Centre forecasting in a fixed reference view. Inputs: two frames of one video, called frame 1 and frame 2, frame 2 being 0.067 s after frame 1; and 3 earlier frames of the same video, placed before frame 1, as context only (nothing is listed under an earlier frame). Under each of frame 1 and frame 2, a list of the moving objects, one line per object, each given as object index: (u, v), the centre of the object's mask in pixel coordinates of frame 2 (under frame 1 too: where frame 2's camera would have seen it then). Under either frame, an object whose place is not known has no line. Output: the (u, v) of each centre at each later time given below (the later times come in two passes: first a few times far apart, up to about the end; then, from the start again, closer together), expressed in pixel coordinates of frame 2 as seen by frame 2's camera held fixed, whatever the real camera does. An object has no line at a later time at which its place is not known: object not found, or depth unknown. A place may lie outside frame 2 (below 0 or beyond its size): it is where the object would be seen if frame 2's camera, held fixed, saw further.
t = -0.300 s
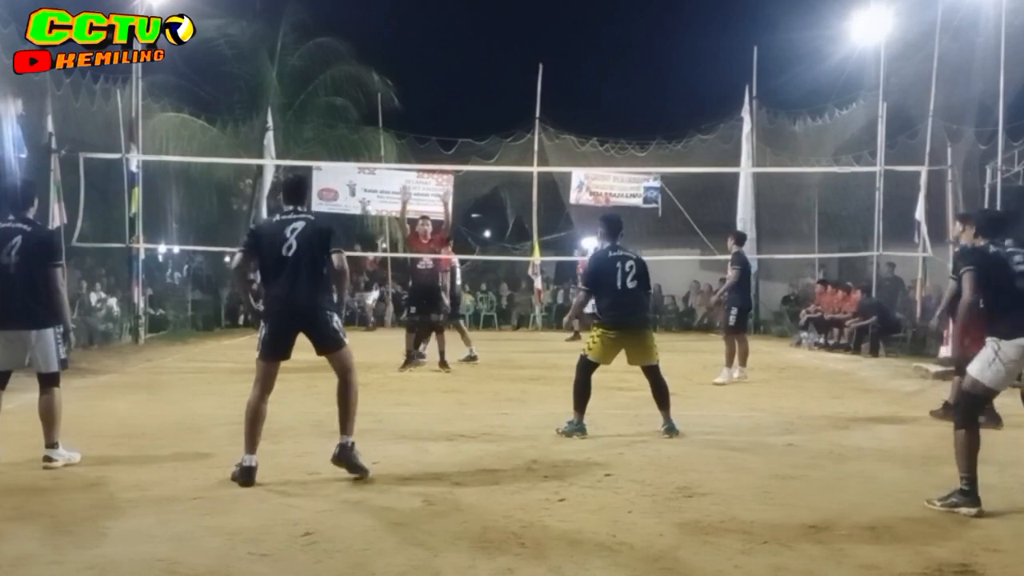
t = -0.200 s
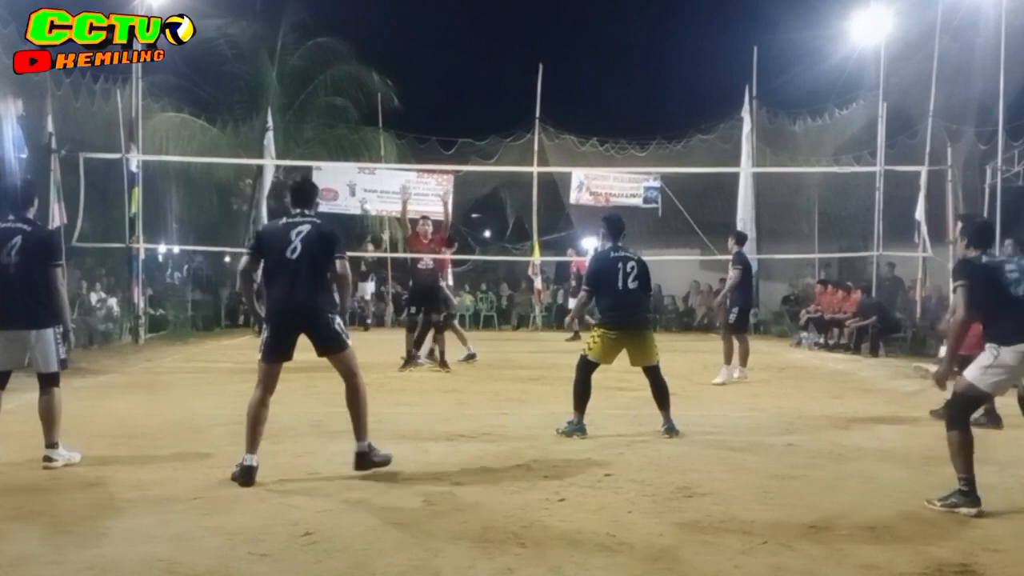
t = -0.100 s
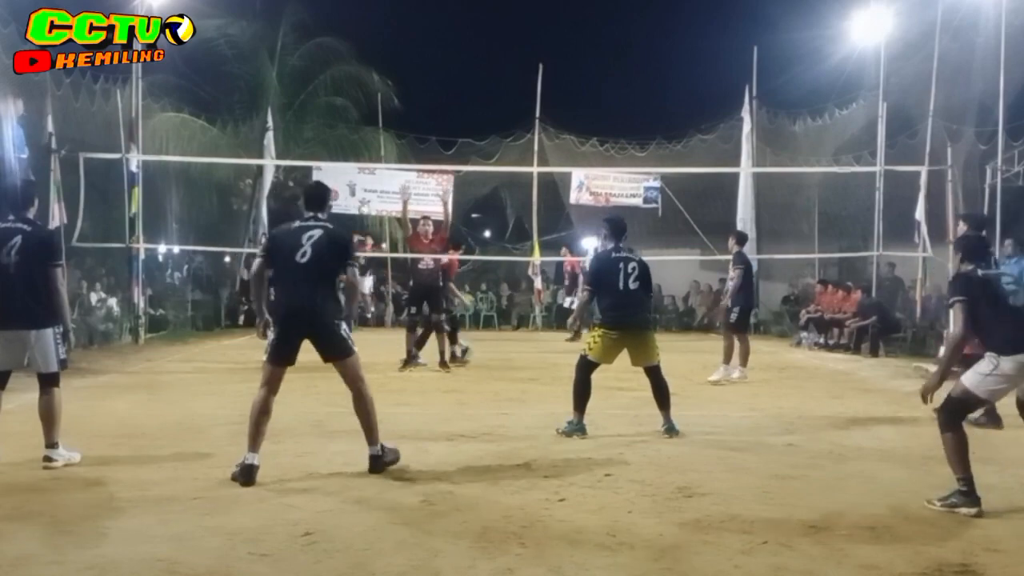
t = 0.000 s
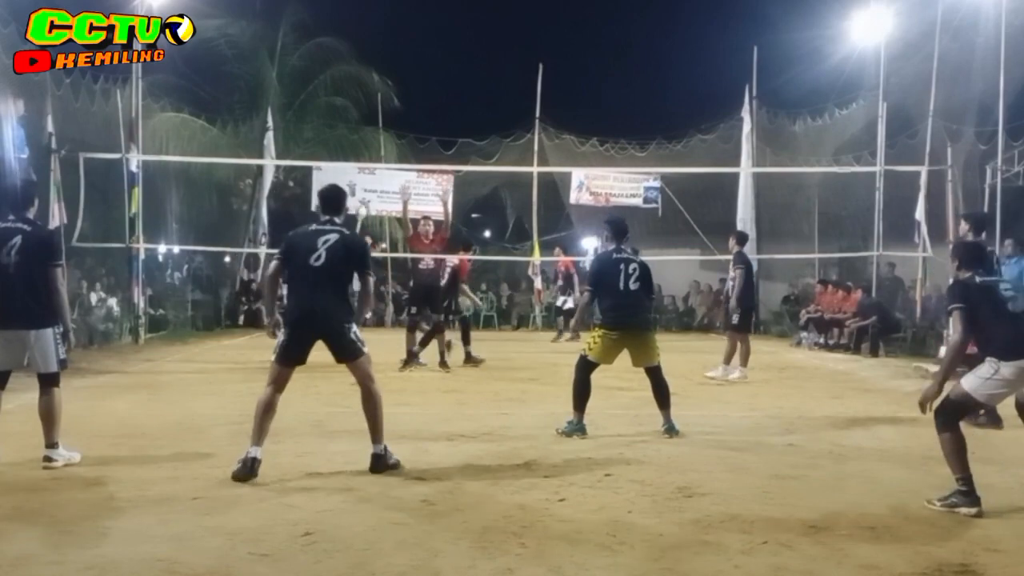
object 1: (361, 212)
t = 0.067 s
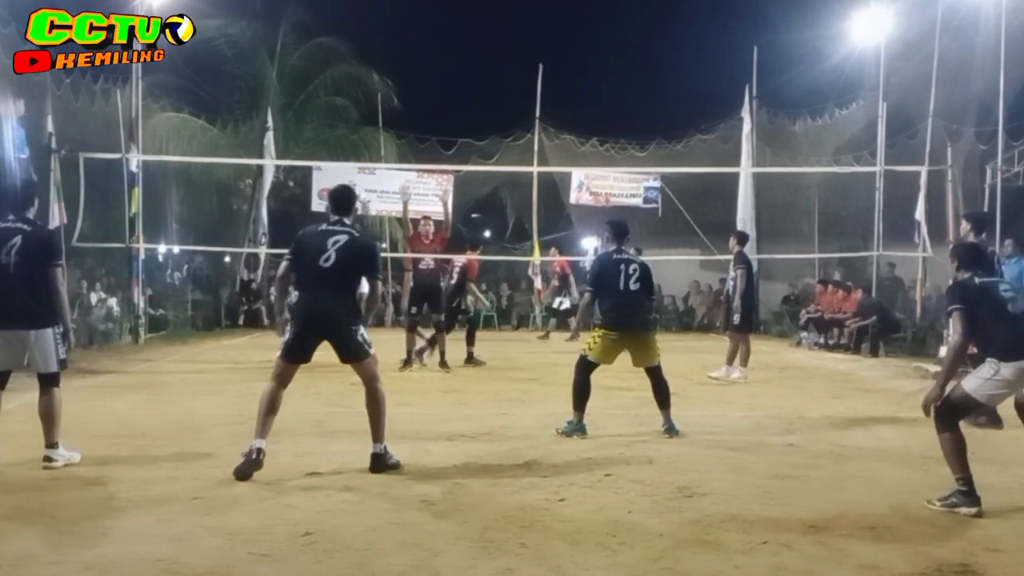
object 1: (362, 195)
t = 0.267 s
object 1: (358, 151)
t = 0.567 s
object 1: (367, 100)
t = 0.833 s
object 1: (399, 116)
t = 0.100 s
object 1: (356, 184)
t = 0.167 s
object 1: (357, 174)
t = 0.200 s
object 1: (357, 167)
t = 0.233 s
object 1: (358, 158)
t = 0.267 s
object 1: (358, 151)
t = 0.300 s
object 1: (357, 144)
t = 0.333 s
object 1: (358, 137)
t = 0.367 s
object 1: (358, 130)
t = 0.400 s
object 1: (359, 124)
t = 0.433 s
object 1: (360, 118)
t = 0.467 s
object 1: (361, 113)
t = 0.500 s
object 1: (363, 108)
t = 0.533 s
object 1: (365, 103)
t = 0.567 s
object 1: (367, 100)
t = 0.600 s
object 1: (370, 97)
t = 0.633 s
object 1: (372, 96)
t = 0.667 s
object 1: (376, 95)
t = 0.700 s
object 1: (380, 95)
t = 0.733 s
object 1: (384, 98)
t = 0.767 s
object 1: (388, 102)
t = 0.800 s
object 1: (393, 108)
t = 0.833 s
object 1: (399, 116)
